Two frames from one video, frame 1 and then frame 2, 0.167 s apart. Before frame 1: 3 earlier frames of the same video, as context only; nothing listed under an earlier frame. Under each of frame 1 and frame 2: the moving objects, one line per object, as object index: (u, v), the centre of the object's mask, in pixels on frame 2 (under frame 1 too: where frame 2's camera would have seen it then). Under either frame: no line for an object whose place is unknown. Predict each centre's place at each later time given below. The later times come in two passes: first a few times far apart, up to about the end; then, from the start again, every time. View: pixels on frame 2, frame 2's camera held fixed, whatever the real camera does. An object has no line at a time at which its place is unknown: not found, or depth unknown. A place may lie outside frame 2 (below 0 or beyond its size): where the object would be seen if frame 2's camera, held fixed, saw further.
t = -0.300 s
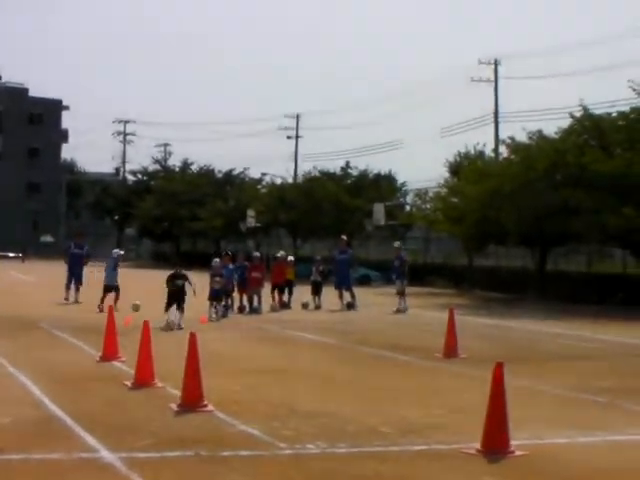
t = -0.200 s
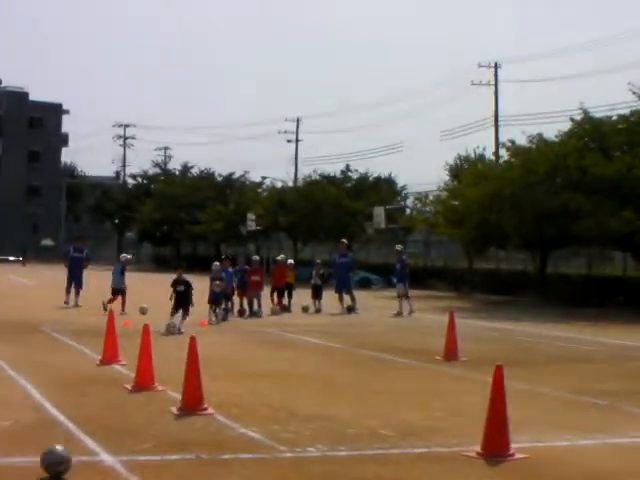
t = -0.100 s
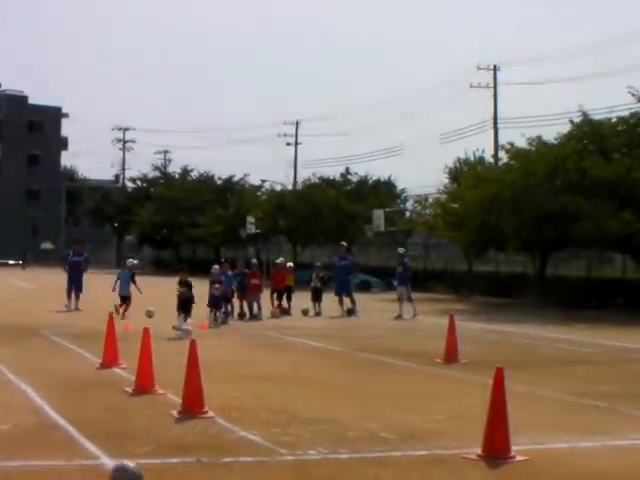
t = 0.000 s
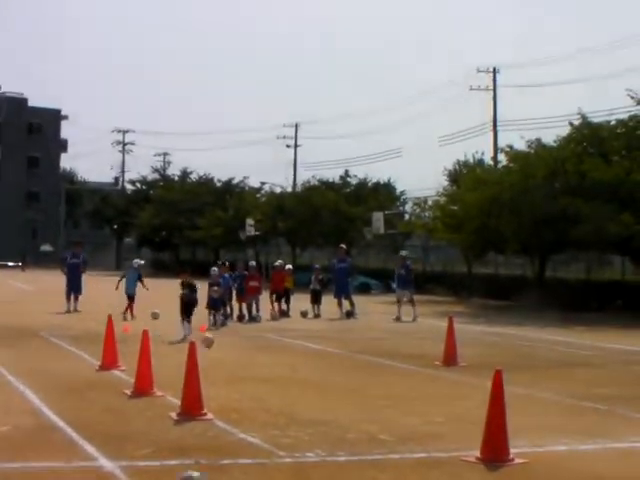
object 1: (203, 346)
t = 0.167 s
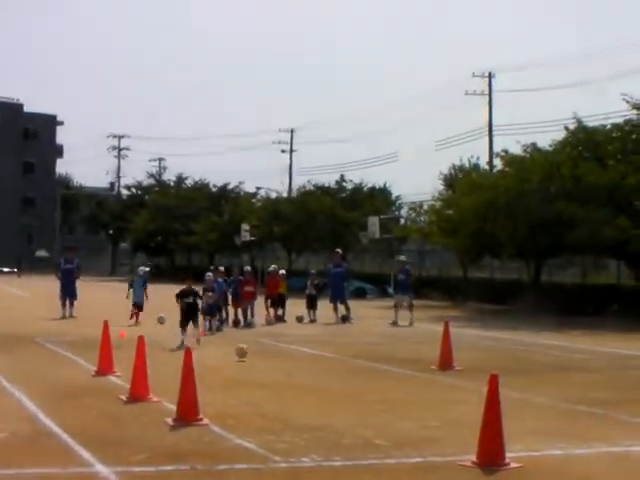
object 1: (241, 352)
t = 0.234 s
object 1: (257, 356)
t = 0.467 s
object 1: (314, 363)
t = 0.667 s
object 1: (363, 369)
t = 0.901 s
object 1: (424, 380)
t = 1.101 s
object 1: (479, 382)
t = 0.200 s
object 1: (249, 355)
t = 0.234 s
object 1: (257, 356)
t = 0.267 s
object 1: (264, 355)
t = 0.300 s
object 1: (272, 357)
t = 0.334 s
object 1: (280, 359)
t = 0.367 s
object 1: (289, 362)
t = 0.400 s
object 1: (297, 361)
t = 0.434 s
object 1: (305, 362)
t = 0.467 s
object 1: (314, 363)
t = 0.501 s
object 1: (322, 365)
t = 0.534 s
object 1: (330, 367)
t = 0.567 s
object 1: (338, 366)
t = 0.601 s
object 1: (345, 367)
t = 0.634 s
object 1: (355, 368)
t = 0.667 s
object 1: (363, 369)
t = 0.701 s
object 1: (370, 372)
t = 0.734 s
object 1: (378, 373)
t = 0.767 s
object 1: (387, 375)
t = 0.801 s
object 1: (396, 376)
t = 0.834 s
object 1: (404, 377)
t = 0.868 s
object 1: (414, 378)
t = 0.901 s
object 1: (424, 380)
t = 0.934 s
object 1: (432, 379)
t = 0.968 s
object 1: (441, 380)
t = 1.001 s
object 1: (450, 382)
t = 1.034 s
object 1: (460, 383)
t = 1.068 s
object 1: (470, 383)
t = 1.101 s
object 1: (479, 382)
